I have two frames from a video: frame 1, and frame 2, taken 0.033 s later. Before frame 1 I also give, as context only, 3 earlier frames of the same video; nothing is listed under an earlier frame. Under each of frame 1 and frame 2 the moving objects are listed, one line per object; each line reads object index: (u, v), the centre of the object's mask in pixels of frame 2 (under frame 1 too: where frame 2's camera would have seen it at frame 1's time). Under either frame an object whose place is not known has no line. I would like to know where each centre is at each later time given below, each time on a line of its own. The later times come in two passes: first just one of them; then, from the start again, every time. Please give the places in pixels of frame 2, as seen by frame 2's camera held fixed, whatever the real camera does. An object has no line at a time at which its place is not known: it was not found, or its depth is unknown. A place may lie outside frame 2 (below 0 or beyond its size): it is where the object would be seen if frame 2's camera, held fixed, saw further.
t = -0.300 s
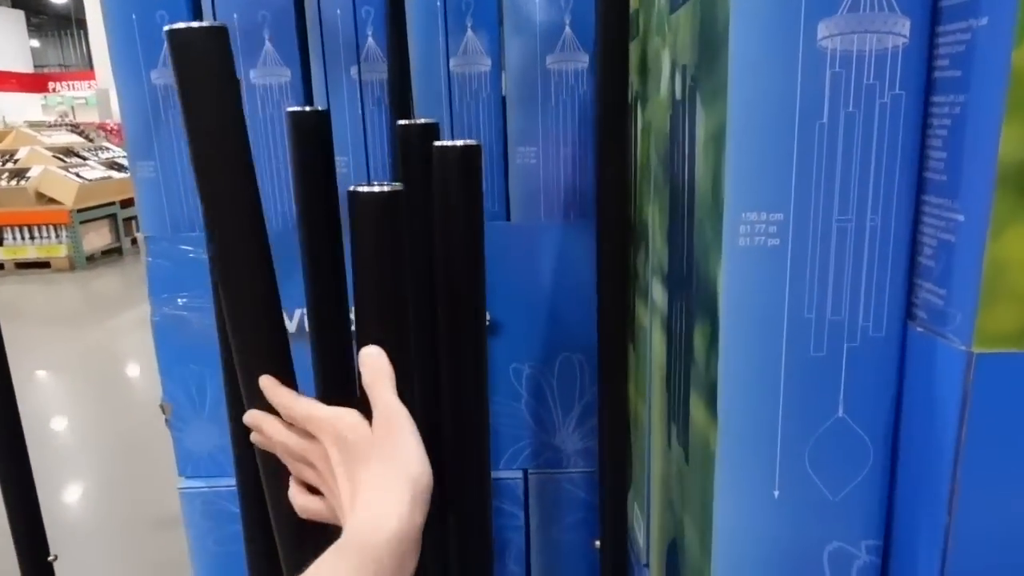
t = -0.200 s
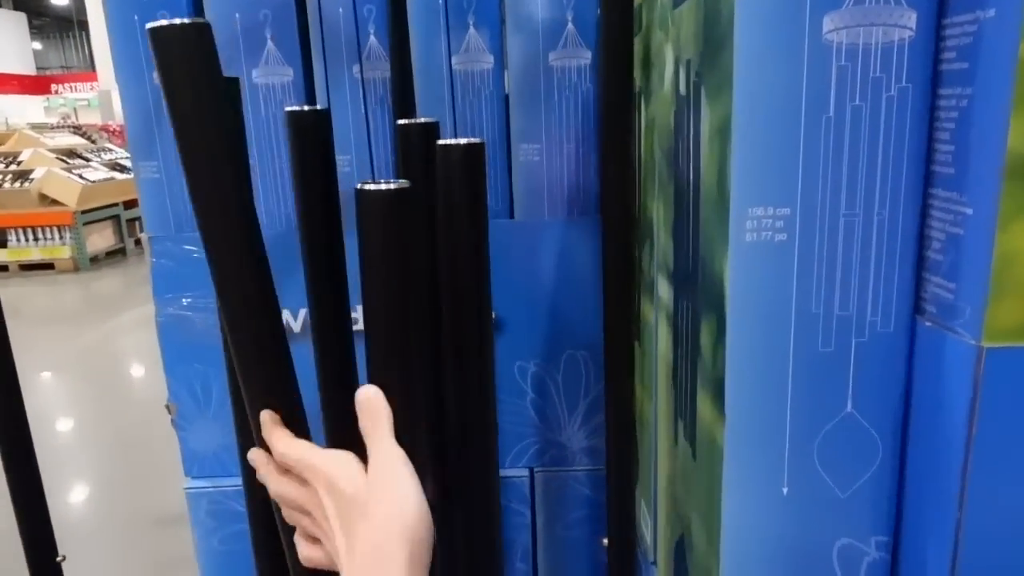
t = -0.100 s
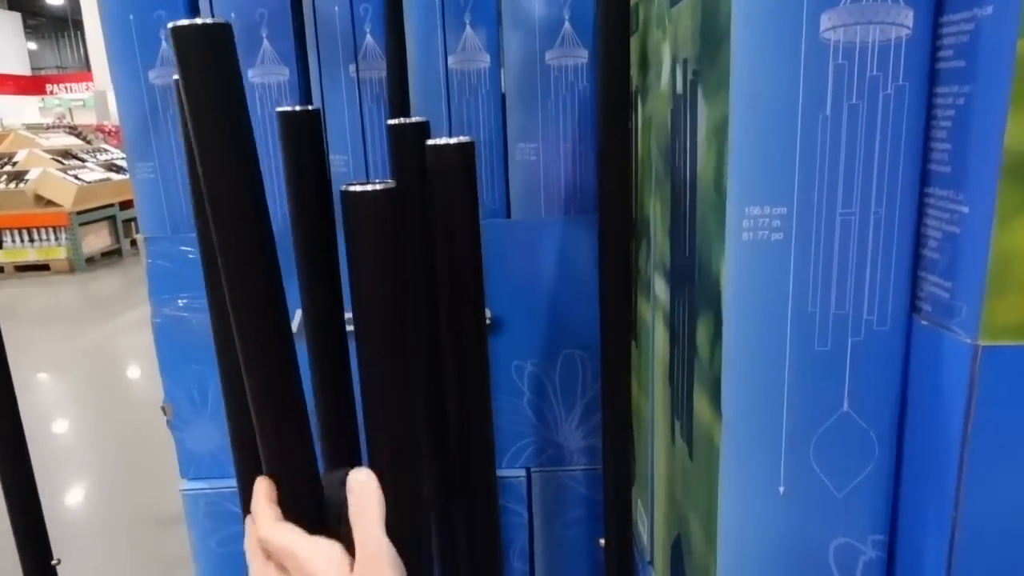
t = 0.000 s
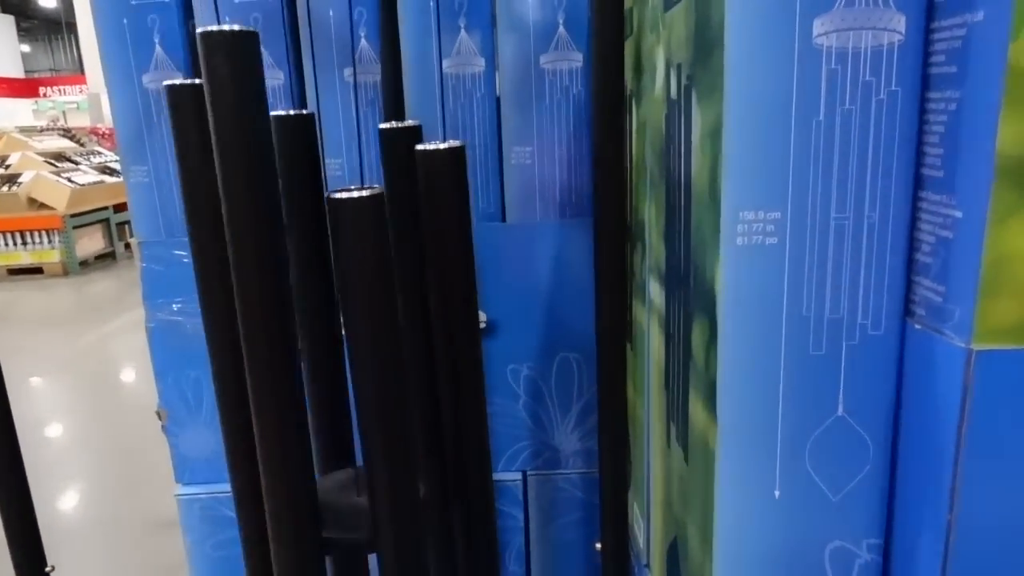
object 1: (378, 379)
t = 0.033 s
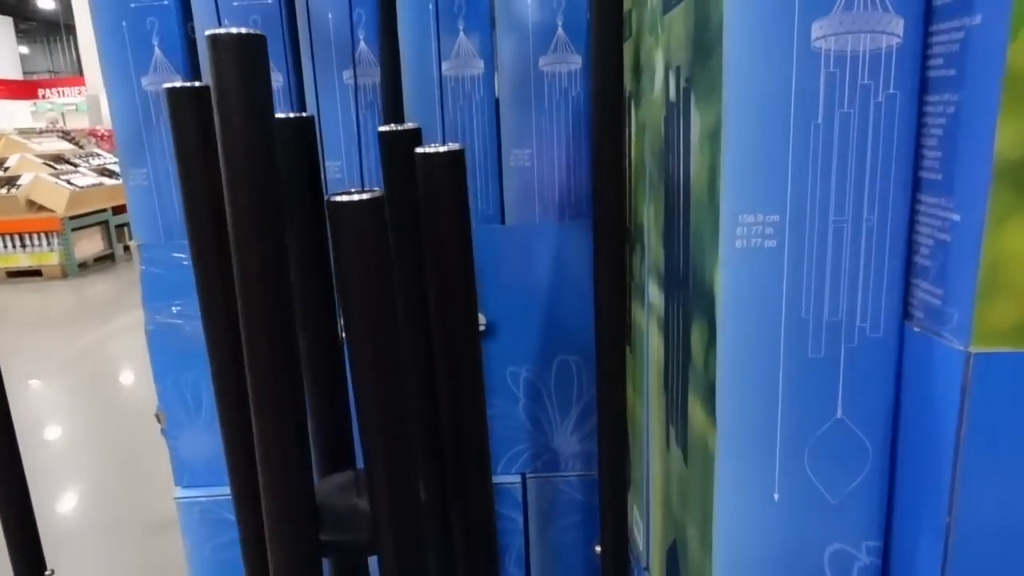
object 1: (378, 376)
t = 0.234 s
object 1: (405, 376)
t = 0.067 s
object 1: (379, 376)
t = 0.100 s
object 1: (381, 372)
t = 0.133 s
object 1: (384, 369)
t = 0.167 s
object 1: (388, 367)
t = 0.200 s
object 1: (394, 367)
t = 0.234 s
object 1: (405, 376)
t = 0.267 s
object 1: (406, 376)
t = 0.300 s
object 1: (407, 376)
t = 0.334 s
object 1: (406, 377)
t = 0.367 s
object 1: (406, 377)
